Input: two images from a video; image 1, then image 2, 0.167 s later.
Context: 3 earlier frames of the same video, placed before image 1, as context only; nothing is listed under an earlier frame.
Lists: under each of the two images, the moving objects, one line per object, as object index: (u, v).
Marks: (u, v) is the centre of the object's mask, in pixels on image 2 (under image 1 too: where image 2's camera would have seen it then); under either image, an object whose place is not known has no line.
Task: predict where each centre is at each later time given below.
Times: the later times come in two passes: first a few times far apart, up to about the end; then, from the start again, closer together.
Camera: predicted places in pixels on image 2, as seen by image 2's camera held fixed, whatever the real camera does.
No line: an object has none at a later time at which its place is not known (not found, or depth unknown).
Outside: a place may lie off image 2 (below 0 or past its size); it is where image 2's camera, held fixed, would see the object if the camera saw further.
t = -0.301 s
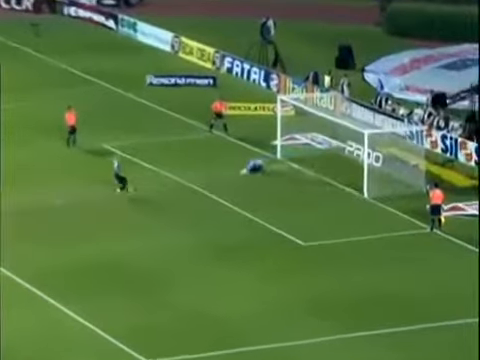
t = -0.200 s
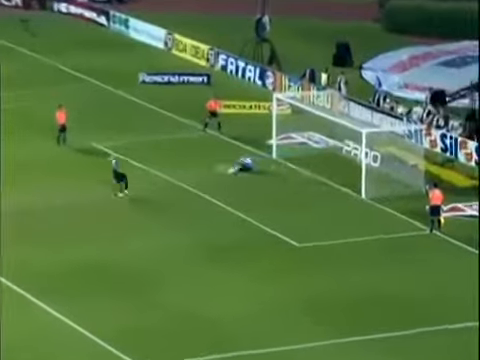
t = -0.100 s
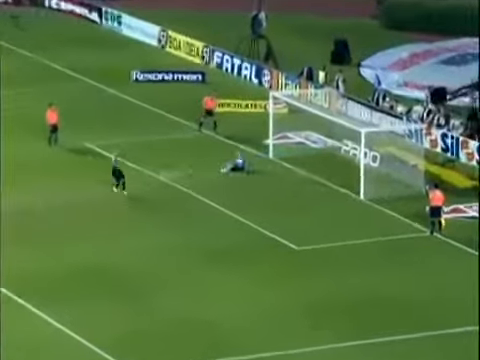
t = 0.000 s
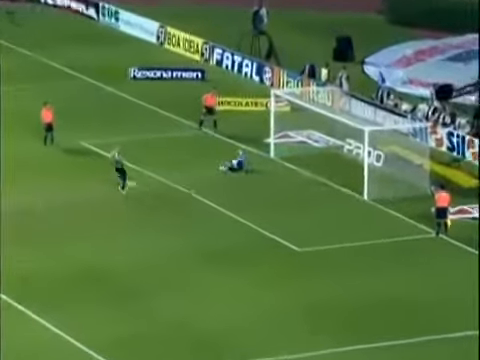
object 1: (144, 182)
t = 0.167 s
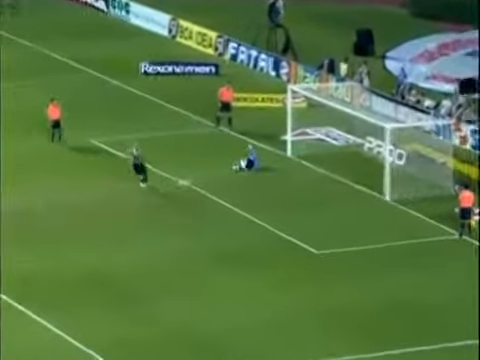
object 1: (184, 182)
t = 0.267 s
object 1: (205, 178)
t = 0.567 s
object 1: (268, 181)
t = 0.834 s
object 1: (319, 181)
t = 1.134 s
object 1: (370, 188)
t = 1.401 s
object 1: (418, 189)
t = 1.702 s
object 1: (459, 186)
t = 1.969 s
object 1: (455, 175)
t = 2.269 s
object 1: (446, 187)
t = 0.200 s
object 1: (190, 181)
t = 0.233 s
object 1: (199, 179)
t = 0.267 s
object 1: (205, 178)
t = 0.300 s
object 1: (213, 177)
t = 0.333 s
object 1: (219, 176)
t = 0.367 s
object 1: (227, 176)
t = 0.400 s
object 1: (233, 176)
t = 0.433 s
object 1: (241, 176)
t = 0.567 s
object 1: (268, 181)
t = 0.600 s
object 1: (276, 183)
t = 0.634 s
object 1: (283, 186)
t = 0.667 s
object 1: (289, 187)
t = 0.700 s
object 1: (295, 186)
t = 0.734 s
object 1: (301, 185)
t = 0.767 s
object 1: (306, 183)
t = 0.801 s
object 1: (312, 182)
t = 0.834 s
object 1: (319, 181)
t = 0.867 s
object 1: (324, 181)
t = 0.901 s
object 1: (330, 181)
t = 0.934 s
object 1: (336, 182)
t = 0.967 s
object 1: (341, 183)
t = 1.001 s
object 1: (348, 184)
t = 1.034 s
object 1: (353, 185)
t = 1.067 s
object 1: (360, 187)
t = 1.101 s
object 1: (365, 190)
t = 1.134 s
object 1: (370, 188)
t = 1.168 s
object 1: (377, 186)
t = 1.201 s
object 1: (382, 186)
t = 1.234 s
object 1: (383, 189)
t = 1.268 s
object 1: (393, 185)
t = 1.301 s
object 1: (401, 187)
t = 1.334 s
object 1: (406, 188)
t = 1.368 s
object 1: (411, 188)
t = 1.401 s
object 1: (418, 189)
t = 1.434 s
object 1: (424, 190)
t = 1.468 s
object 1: (429, 189)
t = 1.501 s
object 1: (434, 189)
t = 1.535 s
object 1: (441, 189)
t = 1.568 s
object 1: (446, 190)
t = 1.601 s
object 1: (451, 190)
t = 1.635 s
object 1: (456, 187)
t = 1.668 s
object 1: (459, 187)
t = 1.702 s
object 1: (459, 186)
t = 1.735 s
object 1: (459, 183)
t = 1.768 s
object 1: (460, 180)
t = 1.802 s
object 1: (460, 177)
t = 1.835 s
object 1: (459, 177)
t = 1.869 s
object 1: (458, 176)
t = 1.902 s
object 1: (457, 175)
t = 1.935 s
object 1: (457, 176)
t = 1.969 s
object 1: (455, 175)
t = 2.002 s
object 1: (454, 175)
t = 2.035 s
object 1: (453, 175)
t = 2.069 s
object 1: (452, 176)
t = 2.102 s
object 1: (452, 177)
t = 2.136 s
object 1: (451, 179)
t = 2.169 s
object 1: (450, 181)
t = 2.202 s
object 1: (449, 182)
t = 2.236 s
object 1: (447, 185)
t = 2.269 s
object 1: (446, 187)
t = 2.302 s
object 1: (445, 191)
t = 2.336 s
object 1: (444, 193)
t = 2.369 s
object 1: (444, 193)
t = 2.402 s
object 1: (445, 193)
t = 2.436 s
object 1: (445, 192)
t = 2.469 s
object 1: (446, 192)
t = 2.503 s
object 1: (446, 191)
